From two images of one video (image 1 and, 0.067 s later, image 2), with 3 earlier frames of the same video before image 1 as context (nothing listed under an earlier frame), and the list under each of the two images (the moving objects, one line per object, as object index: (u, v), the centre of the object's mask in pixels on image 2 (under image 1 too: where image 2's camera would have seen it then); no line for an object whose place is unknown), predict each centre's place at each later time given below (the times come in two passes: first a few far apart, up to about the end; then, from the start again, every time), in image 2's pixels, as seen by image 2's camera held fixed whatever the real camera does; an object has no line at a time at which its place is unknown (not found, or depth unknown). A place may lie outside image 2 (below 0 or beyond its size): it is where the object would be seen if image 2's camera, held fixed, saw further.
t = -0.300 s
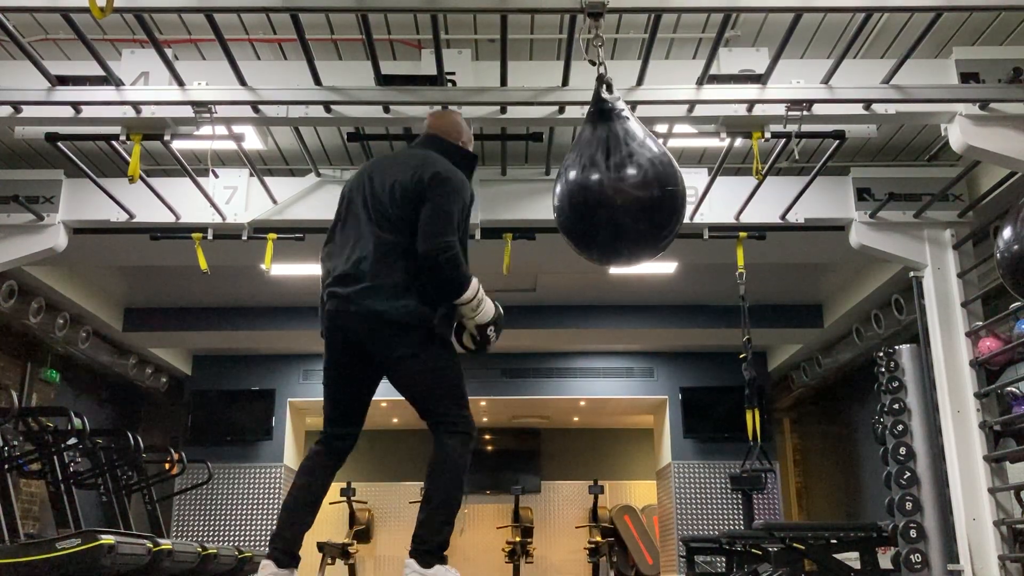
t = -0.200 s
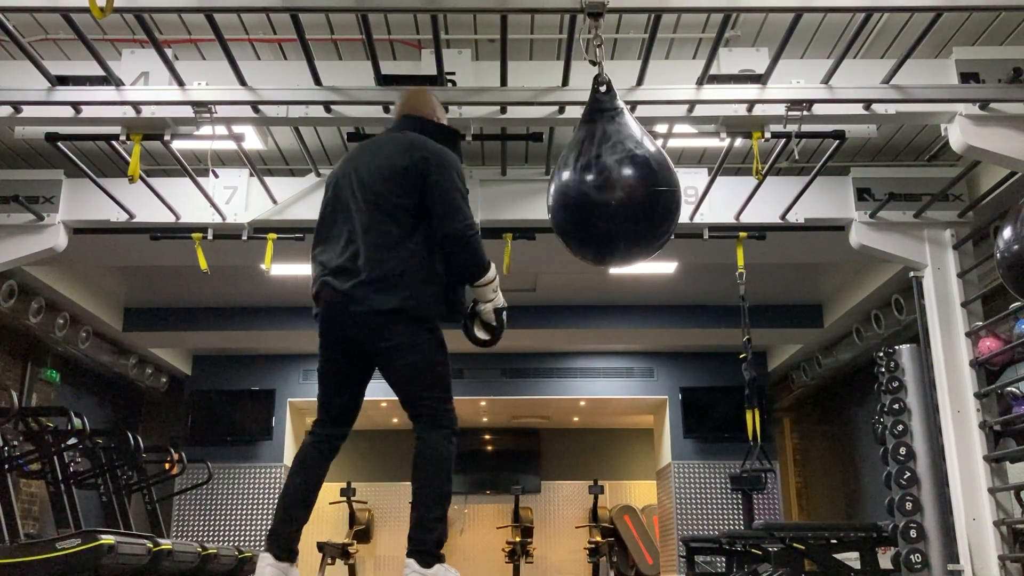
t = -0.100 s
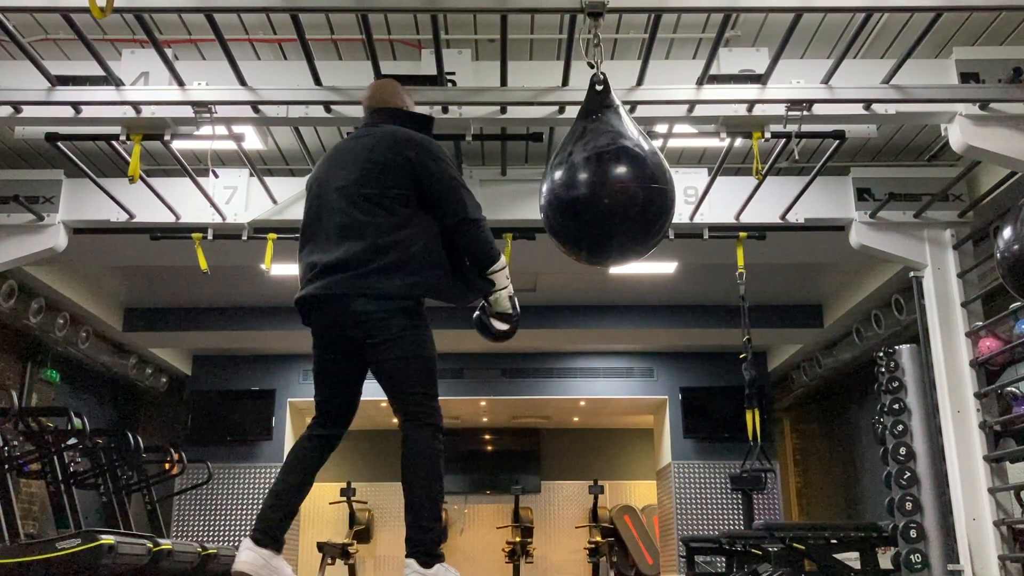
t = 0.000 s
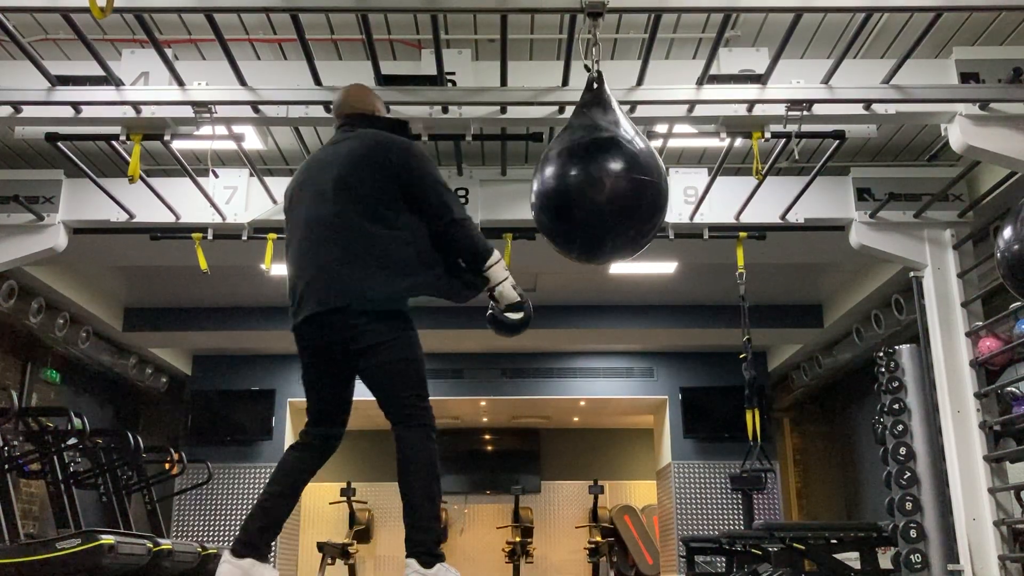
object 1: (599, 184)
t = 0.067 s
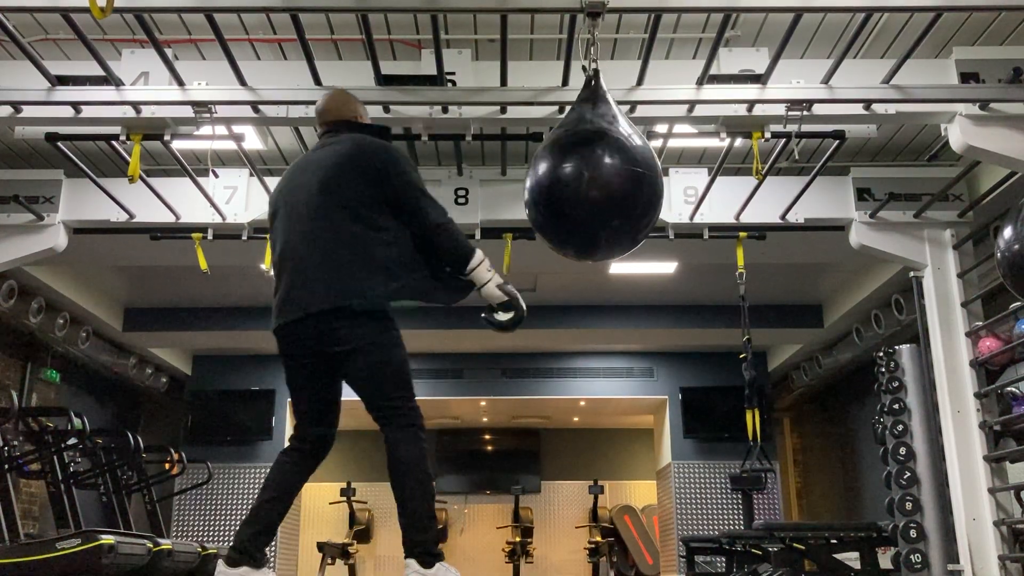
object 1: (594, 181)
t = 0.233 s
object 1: (582, 168)
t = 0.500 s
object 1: (576, 151)
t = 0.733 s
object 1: (589, 161)
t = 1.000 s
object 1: (610, 182)
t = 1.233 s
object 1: (617, 188)
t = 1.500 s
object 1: (613, 189)
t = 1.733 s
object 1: (598, 184)
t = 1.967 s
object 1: (583, 166)
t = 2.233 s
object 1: (578, 151)
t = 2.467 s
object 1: (590, 164)
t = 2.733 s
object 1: (607, 183)
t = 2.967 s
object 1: (615, 188)
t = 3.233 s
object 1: (612, 188)
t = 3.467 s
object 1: (601, 182)
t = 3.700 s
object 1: (585, 164)
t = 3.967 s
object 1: (579, 153)
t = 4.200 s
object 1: (588, 166)
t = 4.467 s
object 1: (606, 185)
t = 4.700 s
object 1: (614, 188)
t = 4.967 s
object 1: (613, 188)
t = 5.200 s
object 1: (601, 180)
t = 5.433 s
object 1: (588, 163)
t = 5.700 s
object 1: (581, 155)
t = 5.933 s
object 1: (588, 170)
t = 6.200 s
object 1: (604, 186)
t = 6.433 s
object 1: (614, 189)
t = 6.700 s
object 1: (614, 187)
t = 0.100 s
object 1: (591, 179)
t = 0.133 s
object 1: (588, 177)
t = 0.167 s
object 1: (586, 174)
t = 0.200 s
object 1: (584, 172)
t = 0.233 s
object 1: (582, 168)
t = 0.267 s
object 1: (580, 165)
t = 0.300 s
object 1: (578, 162)
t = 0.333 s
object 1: (577, 160)
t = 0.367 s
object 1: (576, 157)
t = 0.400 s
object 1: (575, 155)
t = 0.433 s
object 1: (576, 153)
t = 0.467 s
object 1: (575, 152)
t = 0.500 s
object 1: (576, 151)
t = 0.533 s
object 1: (577, 151)
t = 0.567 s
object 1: (579, 152)
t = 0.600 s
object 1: (580, 152)
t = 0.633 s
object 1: (583, 154)
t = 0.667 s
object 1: (585, 156)
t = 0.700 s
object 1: (586, 158)
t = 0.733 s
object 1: (589, 161)
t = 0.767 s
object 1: (592, 164)
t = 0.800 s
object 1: (595, 166)
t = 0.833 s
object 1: (597, 169)
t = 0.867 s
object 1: (600, 172)
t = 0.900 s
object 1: (602, 175)
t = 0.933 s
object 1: (605, 178)
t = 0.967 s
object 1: (608, 180)
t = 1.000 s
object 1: (610, 182)
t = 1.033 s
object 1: (611, 183)
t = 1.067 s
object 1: (614, 185)
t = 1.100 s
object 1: (614, 186)
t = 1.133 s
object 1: (616, 187)
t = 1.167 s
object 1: (616, 187)
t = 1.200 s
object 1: (618, 188)
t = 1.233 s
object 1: (617, 188)
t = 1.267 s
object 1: (618, 188)
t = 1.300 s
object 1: (618, 188)
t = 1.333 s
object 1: (617, 188)
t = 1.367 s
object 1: (617, 188)
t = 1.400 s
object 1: (616, 189)
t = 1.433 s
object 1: (615, 189)
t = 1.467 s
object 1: (614, 189)
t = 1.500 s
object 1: (613, 189)
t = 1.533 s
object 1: (611, 189)
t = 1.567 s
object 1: (609, 188)
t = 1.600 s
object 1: (608, 188)
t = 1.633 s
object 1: (606, 188)
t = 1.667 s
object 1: (604, 187)
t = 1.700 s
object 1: (602, 186)
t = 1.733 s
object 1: (598, 184)
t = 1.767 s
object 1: (597, 182)
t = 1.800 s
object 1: (594, 180)
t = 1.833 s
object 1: (592, 178)
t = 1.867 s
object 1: (589, 175)
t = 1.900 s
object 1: (587, 172)
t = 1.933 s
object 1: (586, 169)
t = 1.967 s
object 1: (583, 166)
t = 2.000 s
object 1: (582, 163)
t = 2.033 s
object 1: (580, 160)
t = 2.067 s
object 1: (580, 158)
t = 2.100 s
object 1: (578, 155)
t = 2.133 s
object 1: (577, 154)
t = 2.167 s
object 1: (578, 153)
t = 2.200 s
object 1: (578, 152)
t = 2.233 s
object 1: (578, 151)
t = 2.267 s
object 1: (579, 152)
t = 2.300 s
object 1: (580, 153)
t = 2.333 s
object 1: (581, 154)
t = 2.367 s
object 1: (584, 156)
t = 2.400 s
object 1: (586, 158)
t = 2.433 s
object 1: (587, 161)
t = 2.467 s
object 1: (590, 164)
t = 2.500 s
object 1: (593, 166)
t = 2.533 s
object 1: (594, 169)
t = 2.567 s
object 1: (597, 172)
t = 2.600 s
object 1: (600, 175)
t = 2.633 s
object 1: (602, 177)
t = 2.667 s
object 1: (604, 180)
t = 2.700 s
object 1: (605, 181)
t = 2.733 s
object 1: (607, 183)
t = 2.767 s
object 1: (610, 185)
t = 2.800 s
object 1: (611, 186)
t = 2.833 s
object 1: (612, 186)
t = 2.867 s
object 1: (613, 187)
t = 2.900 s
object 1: (615, 188)
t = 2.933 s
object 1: (615, 188)
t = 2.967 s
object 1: (615, 188)
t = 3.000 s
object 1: (616, 188)
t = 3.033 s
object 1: (617, 189)
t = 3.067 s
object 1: (616, 188)
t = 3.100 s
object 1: (616, 189)
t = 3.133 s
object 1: (615, 189)
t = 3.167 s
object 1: (614, 189)
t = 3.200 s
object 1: (614, 189)
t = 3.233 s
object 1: (612, 188)
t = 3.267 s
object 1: (612, 188)
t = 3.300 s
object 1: (609, 188)
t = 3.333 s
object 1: (609, 187)
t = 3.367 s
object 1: (606, 186)
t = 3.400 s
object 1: (605, 185)
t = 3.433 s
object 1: (603, 184)
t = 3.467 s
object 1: (601, 182)
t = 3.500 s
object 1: (597, 180)
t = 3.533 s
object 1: (595, 178)
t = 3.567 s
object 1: (594, 176)
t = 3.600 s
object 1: (592, 173)
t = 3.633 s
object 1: (590, 170)
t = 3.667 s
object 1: (588, 167)
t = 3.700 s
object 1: (585, 164)
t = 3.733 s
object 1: (584, 162)
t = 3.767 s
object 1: (582, 159)
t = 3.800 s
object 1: (582, 157)
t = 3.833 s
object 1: (580, 155)
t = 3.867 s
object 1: (579, 154)
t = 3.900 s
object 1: (580, 154)
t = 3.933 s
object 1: (580, 154)
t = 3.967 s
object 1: (579, 153)
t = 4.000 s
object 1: (581, 154)
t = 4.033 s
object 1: (581, 155)
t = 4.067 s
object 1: (583, 157)
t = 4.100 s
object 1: (584, 159)
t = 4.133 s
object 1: (586, 162)
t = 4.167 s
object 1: (586, 164)
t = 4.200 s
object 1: (588, 166)
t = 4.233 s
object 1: (591, 169)
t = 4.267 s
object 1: (594, 172)
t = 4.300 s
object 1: (596, 175)
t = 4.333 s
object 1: (597, 177)
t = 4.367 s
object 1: (599, 179)
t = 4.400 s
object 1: (601, 181)
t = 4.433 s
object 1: (604, 183)
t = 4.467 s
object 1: (606, 185)
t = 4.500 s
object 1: (607, 186)
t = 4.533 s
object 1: (609, 187)
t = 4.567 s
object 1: (610, 187)
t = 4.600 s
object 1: (612, 188)
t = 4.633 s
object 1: (612, 188)
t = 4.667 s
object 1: (614, 188)
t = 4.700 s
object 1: (614, 188)
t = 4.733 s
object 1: (616, 189)
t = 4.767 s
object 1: (615, 188)
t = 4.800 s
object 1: (616, 189)
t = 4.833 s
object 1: (615, 188)
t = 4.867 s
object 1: (614, 188)
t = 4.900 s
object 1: (614, 188)
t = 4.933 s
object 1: (614, 188)
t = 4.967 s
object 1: (613, 188)
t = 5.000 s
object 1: (611, 187)
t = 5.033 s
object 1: (610, 187)
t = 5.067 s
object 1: (608, 186)
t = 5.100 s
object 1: (608, 185)
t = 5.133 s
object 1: (606, 184)
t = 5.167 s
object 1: (604, 182)
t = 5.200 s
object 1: (601, 180)
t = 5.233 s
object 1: (599, 178)
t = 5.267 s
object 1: (597, 176)
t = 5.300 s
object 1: (596, 173)
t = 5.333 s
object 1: (594, 171)
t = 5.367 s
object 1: (591, 168)
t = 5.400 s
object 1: (588, 165)
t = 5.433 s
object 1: (588, 163)
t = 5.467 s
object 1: (585, 160)
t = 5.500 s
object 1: (583, 158)
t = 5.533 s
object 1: (583, 157)
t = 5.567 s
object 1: (582, 155)
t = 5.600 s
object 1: (581, 154)
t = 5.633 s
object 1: (580, 154)
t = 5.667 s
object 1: (581, 154)
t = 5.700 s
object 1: (581, 155)
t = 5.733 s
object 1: (580, 155)
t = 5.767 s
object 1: (582, 157)
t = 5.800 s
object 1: (582, 159)
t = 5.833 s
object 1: (584, 162)
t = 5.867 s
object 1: (584, 164)
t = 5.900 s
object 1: (587, 167)
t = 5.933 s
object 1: (588, 170)
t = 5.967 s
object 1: (590, 172)
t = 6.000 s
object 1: (591, 175)
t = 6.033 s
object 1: (593, 177)
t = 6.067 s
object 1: (596, 179)
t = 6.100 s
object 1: (598, 182)
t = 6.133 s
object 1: (600, 183)
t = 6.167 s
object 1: (602, 184)
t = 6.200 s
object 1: (604, 186)
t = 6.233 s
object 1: (606, 187)
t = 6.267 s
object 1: (608, 187)
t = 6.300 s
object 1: (609, 188)
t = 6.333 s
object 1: (610, 188)
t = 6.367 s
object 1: (612, 189)
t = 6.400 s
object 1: (613, 189)
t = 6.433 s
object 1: (614, 189)
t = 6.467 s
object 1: (614, 188)
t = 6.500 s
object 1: (615, 188)
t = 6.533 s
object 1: (615, 188)
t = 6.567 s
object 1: (615, 188)
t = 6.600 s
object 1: (618, 189)
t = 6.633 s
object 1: (615, 188)
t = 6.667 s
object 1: (614, 188)
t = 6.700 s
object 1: (614, 187)
